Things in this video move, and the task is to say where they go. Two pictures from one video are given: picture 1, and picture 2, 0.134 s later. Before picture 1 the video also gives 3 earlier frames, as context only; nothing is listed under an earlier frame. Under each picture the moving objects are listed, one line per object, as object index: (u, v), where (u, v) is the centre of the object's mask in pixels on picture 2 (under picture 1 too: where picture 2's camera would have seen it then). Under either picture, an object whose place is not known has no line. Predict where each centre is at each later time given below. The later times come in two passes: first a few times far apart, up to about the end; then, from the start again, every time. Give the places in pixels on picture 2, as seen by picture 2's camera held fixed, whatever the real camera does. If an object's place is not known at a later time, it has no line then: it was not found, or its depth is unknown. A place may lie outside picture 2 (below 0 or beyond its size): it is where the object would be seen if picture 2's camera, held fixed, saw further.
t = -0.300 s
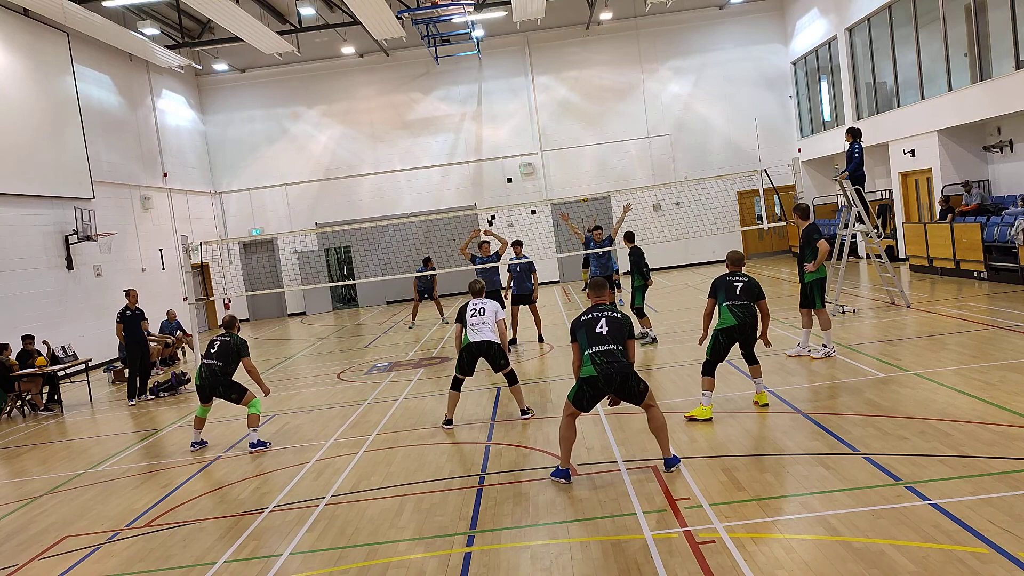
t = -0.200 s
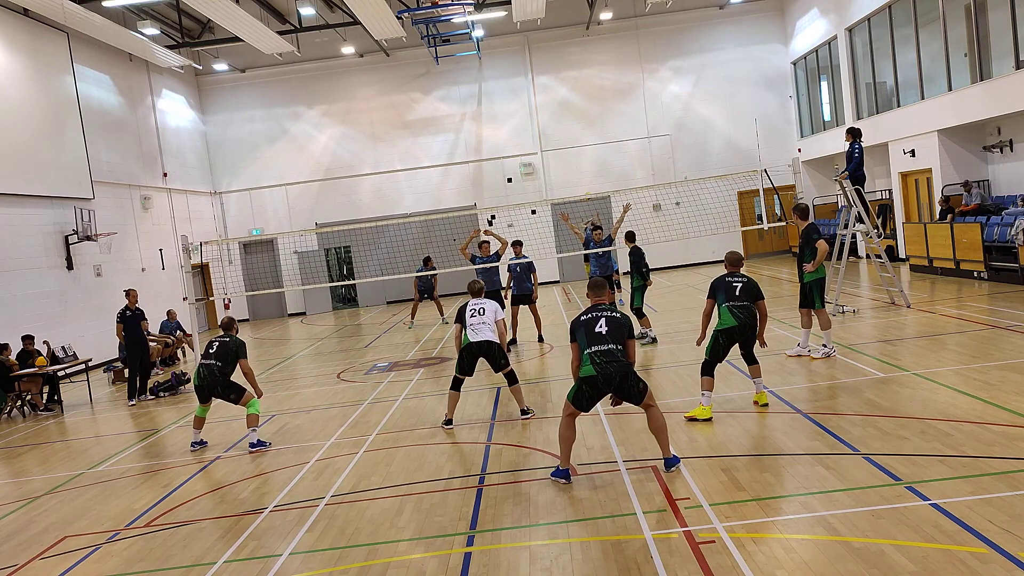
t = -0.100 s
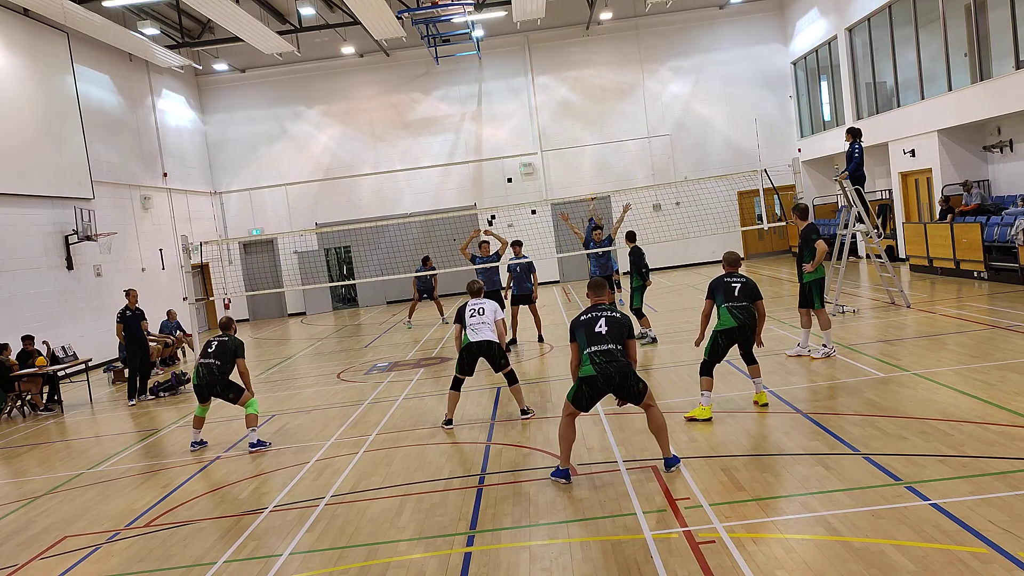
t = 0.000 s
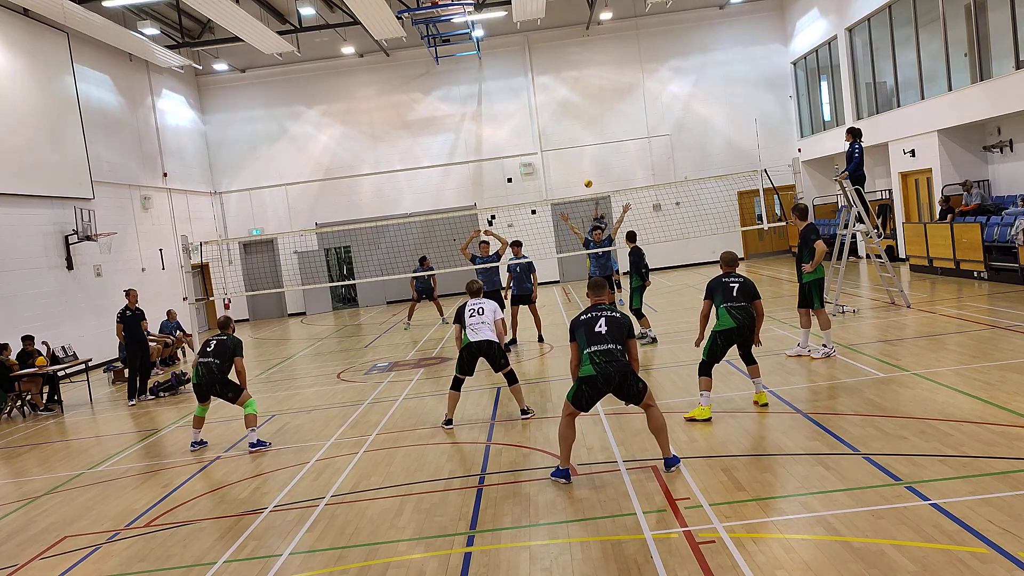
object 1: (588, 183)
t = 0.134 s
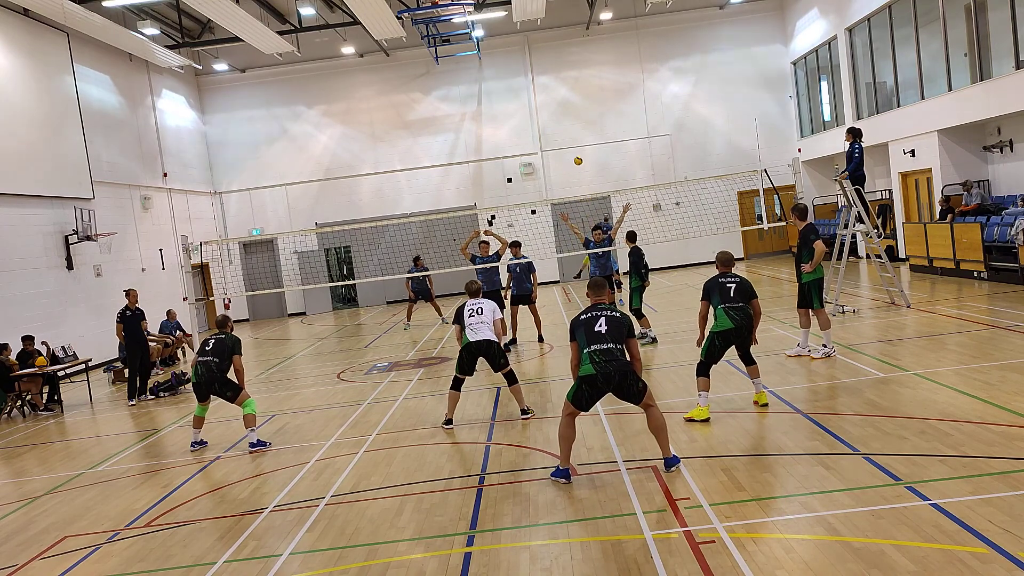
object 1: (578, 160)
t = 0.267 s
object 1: (567, 142)
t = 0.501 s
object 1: (548, 132)
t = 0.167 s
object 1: (575, 155)
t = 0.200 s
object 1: (573, 151)
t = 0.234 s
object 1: (570, 146)
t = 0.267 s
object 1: (567, 142)
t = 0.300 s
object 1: (564, 139)
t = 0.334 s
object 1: (562, 137)
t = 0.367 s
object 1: (559, 135)
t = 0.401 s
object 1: (556, 133)
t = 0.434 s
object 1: (553, 132)
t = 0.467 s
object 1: (551, 132)
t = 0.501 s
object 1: (548, 132)
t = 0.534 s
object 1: (545, 133)
